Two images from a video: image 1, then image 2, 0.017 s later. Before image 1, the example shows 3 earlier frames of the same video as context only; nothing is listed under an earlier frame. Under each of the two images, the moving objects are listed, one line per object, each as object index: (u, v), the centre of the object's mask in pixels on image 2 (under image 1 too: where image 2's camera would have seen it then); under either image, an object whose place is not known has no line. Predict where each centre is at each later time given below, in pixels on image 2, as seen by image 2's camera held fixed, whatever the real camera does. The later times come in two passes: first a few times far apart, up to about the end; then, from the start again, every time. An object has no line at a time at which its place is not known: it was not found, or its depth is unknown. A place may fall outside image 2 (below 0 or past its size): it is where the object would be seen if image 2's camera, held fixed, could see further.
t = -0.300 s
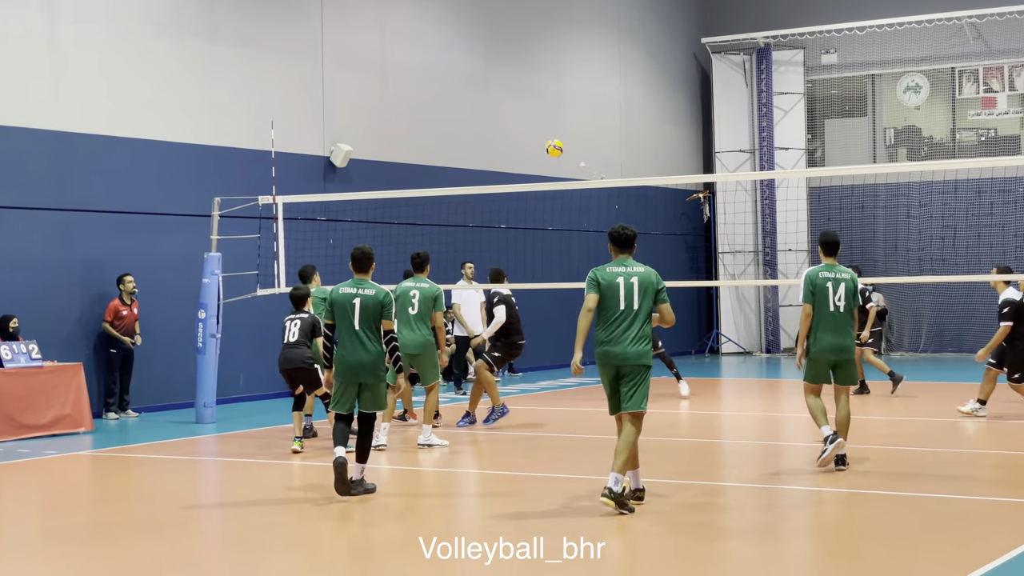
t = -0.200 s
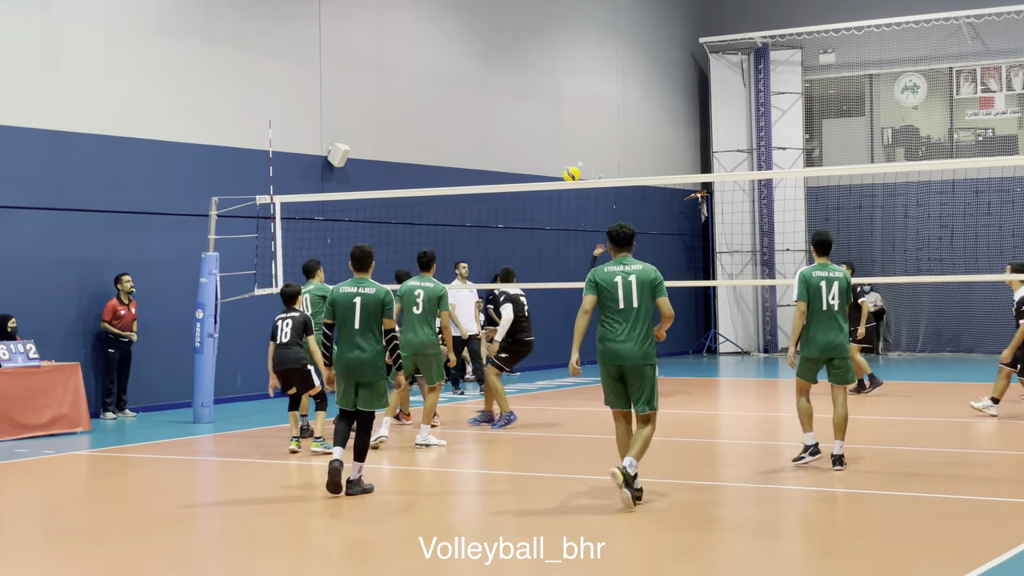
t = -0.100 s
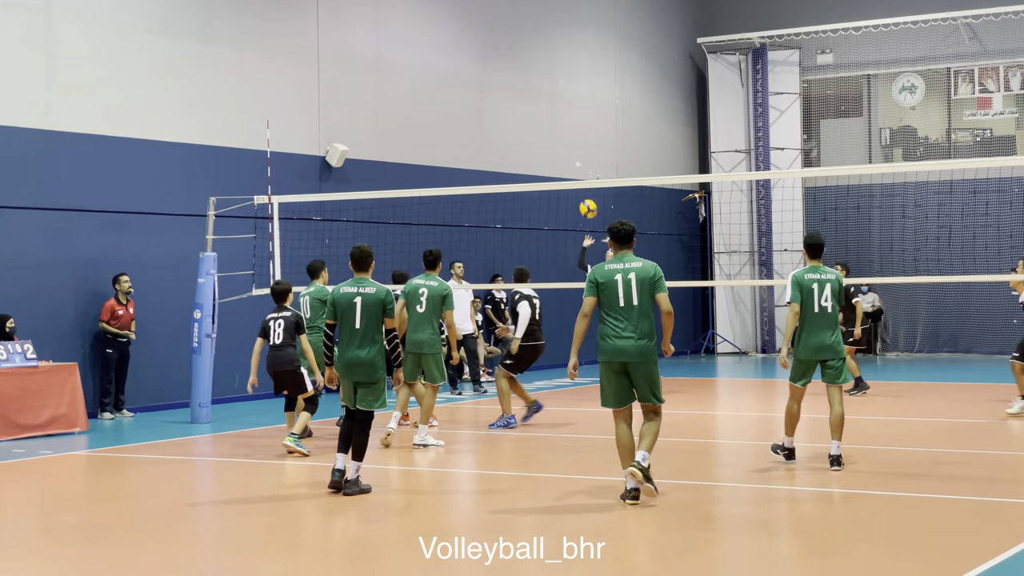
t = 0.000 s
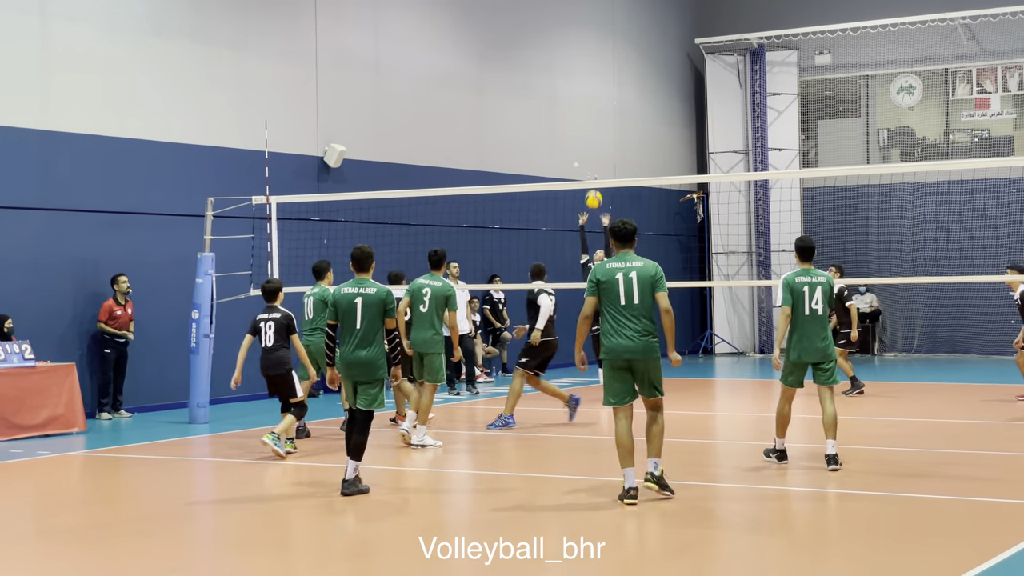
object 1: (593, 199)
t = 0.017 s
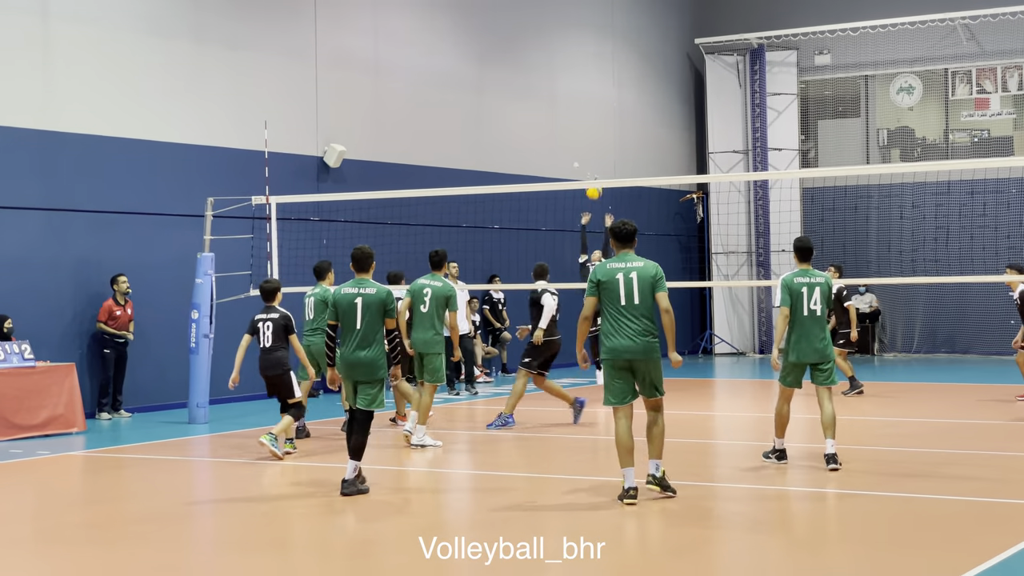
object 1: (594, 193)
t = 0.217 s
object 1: (597, 101)
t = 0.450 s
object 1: (602, 36)
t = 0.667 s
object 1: (607, 14)
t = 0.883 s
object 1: (614, 29)
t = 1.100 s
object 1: (620, 83)
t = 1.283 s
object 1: (626, 159)
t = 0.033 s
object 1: (593, 177)
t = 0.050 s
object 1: (594, 173)
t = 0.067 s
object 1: (594, 165)
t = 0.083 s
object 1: (594, 157)
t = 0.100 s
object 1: (595, 149)
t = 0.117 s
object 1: (595, 142)
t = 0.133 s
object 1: (596, 135)
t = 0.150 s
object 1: (596, 127)
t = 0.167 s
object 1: (596, 120)
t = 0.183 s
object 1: (596, 114)
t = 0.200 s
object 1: (596, 107)
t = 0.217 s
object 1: (597, 101)
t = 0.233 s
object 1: (597, 95)
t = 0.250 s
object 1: (597, 89)
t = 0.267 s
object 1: (598, 83)
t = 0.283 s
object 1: (598, 78)
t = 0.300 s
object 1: (598, 73)
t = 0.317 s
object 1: (599, 68)
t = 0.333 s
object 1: (599, 63)
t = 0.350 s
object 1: (600, 59)
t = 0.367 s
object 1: (600, 54)
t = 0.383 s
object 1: (600, 50)
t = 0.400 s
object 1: (601, 47)
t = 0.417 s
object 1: (601, 43)
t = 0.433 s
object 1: (602, 39)
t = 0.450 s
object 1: (602, 36)
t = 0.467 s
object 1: (602, 33)
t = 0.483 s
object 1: (603, 30)
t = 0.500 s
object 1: (603, 28)
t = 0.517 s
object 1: (604, 26)
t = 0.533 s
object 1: (604, 24)
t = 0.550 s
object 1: (604, 22)
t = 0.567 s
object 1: (605, 20)
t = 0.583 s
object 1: (605, 18)
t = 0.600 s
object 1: (605, 17)
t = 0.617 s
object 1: (606, 16)
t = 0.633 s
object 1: (607, 15)
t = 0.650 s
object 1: (607, 14)
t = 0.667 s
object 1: (607, 14)
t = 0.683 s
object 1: (608, 14)
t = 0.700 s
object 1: (609, 13)
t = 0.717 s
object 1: (609, 14)
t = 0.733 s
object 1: (609, 14)
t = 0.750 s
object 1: (610, 15)
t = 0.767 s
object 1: (610, 16)
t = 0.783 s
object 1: (611, 17)
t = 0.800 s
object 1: (611, 18)
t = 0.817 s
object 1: (611, 20)
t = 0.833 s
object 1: (612, 22)
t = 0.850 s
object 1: (613, 24)
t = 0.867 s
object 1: (613, 26)
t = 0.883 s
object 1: (614, 29)
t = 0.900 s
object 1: (614, 31)
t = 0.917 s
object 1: (615, 34)
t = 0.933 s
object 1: (615, 37)
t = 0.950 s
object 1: (616, 41)
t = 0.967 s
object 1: (617, 45)
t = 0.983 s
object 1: (617, 48)
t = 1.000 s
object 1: (618, 53)
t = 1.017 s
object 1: (618, 57)
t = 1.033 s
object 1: (619, 62)
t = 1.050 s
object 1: (619, 67)
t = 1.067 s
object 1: (620, 72)
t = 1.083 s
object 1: (620, 77)
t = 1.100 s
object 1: (620, 83)
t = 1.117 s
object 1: (621, 89)
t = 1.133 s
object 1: (621, 95)
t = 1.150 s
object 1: (622, 101)
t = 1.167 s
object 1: (623, 107)
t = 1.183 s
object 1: (623, 114)
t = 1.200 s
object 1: (624, 121)
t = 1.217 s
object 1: (625, 128)
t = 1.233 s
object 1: (625, 135)
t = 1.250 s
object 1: (625, 143)
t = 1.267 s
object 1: (626, 151)
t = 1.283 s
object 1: (626, 159)
